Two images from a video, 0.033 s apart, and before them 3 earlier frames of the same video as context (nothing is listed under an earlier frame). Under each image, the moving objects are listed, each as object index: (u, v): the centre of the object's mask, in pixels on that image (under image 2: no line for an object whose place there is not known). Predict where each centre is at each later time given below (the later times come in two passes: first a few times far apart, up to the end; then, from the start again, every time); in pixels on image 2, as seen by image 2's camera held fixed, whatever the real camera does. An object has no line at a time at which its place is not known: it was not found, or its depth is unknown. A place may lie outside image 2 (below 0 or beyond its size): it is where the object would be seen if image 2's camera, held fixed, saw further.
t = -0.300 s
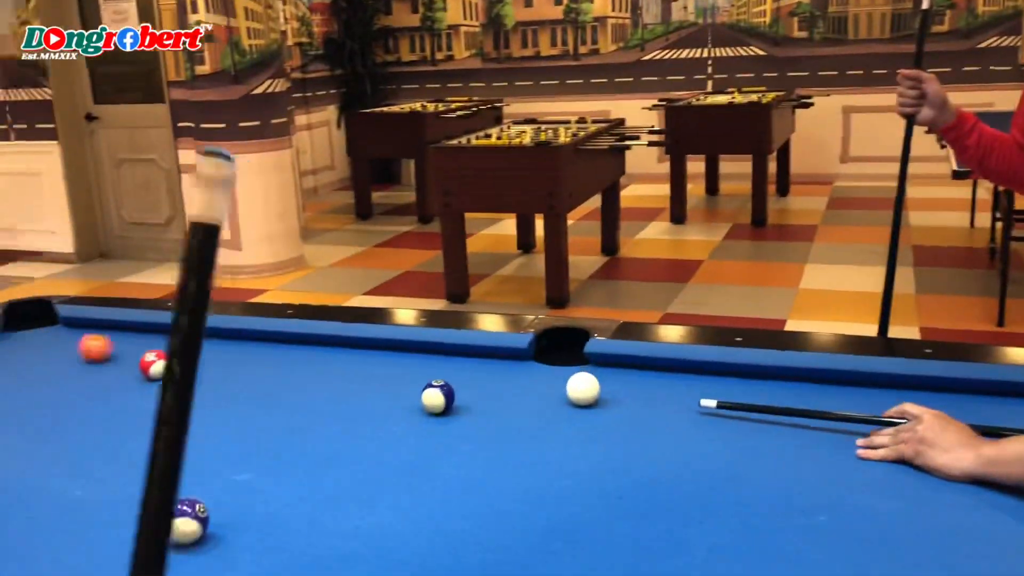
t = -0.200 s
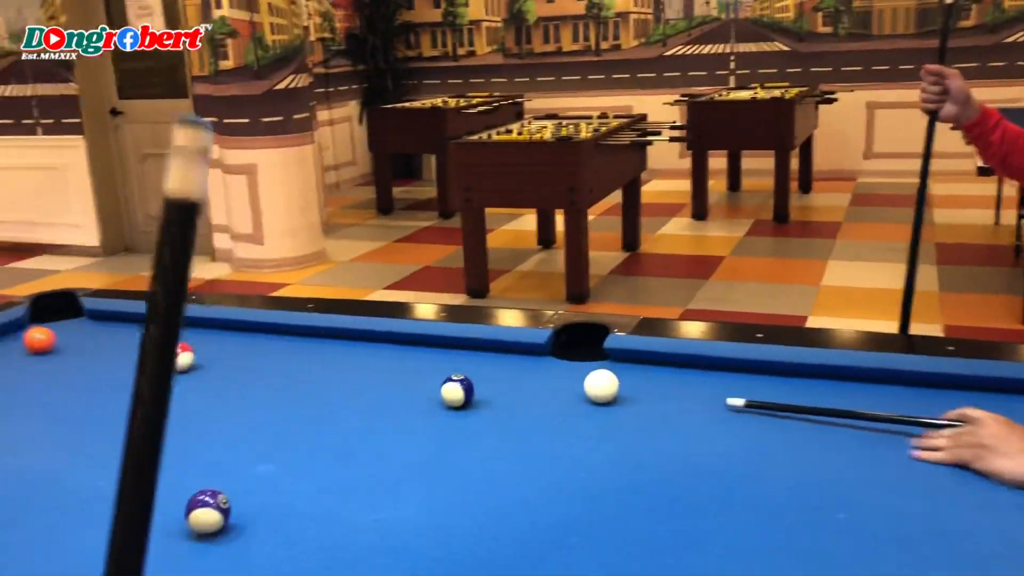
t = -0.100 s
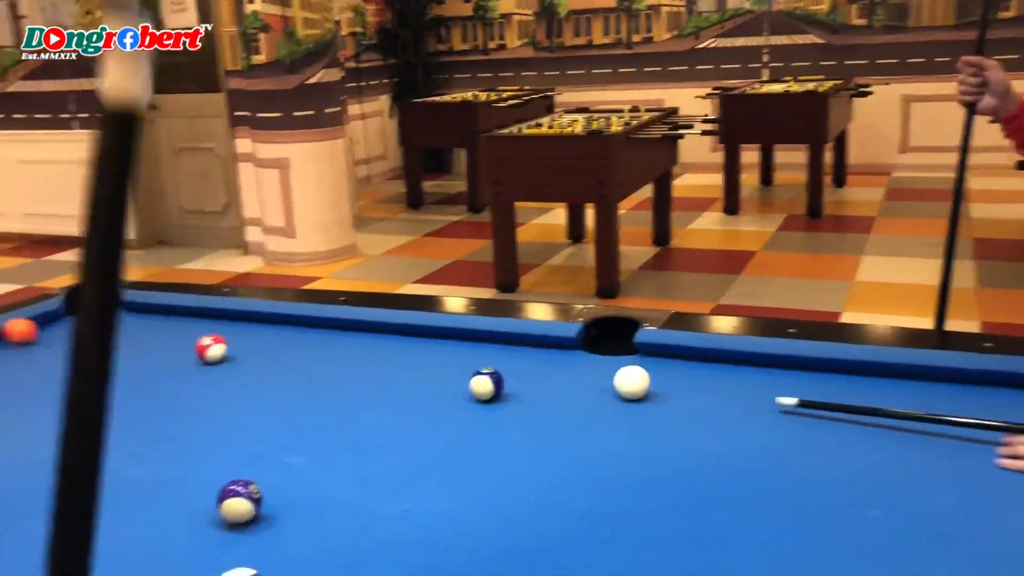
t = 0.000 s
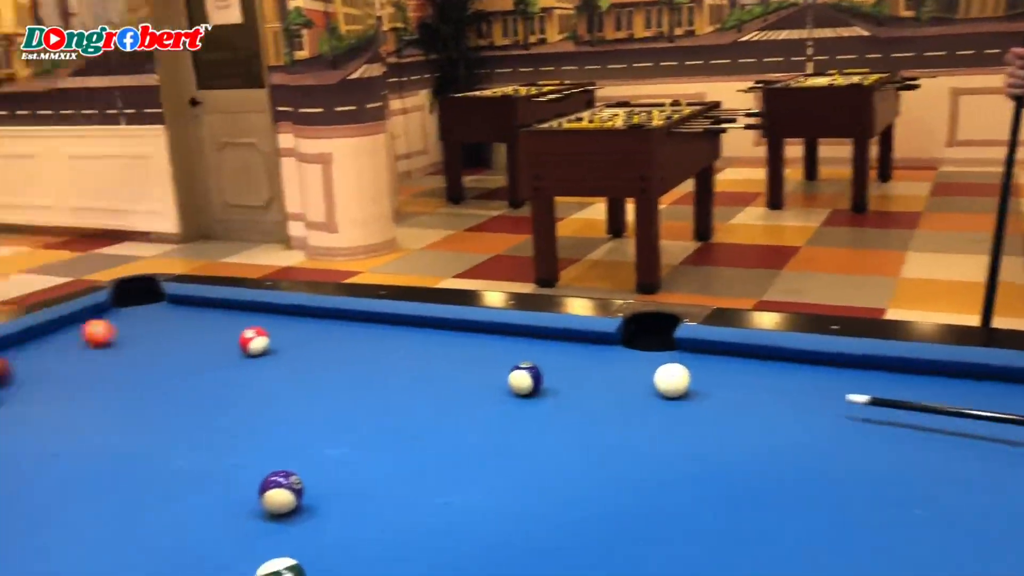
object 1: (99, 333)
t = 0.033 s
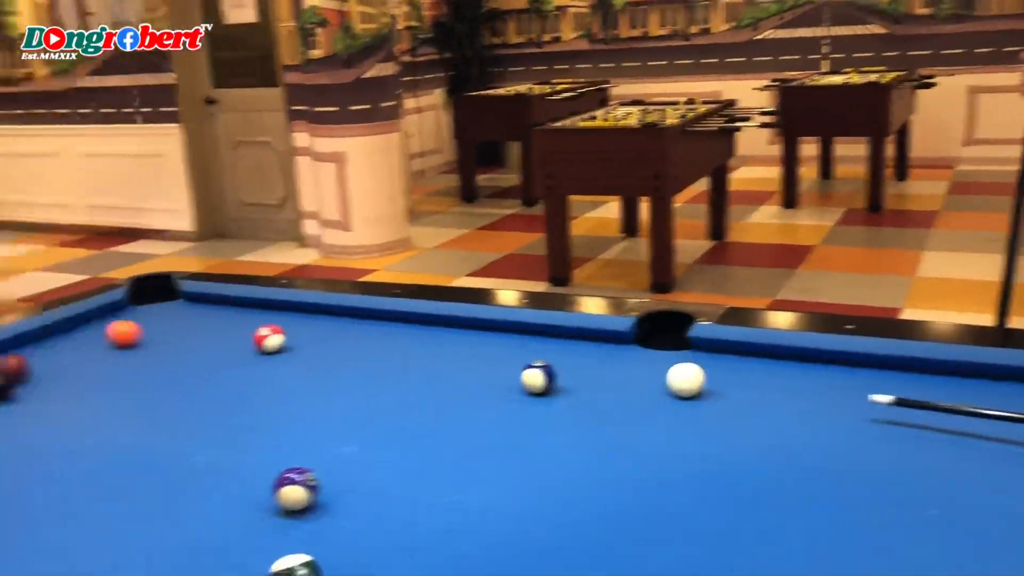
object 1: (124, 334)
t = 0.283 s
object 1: (186, 359)
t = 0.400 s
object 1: (219, 372)
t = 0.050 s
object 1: (127, 335)
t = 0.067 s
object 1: (132, 337)
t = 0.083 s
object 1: (135, 338)
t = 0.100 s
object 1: (139, 340)
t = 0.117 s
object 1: (142, 341)
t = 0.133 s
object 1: (147, 343)
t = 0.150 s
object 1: (151, 345)
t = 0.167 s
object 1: (155, 347)
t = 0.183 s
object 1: (160, 348)
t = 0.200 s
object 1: (164, 350)
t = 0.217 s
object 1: (168, 352)
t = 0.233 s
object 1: (173, 354)
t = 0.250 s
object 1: (177, 356)
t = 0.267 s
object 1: (182, 357)
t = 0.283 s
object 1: (186, 359)
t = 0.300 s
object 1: (191, 361)
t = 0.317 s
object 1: (195, 363)
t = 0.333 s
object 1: (200, 364)
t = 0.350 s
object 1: (204, 366)
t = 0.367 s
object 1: (209, 368)
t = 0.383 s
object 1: (214, 370)
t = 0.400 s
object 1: (219, 372)
